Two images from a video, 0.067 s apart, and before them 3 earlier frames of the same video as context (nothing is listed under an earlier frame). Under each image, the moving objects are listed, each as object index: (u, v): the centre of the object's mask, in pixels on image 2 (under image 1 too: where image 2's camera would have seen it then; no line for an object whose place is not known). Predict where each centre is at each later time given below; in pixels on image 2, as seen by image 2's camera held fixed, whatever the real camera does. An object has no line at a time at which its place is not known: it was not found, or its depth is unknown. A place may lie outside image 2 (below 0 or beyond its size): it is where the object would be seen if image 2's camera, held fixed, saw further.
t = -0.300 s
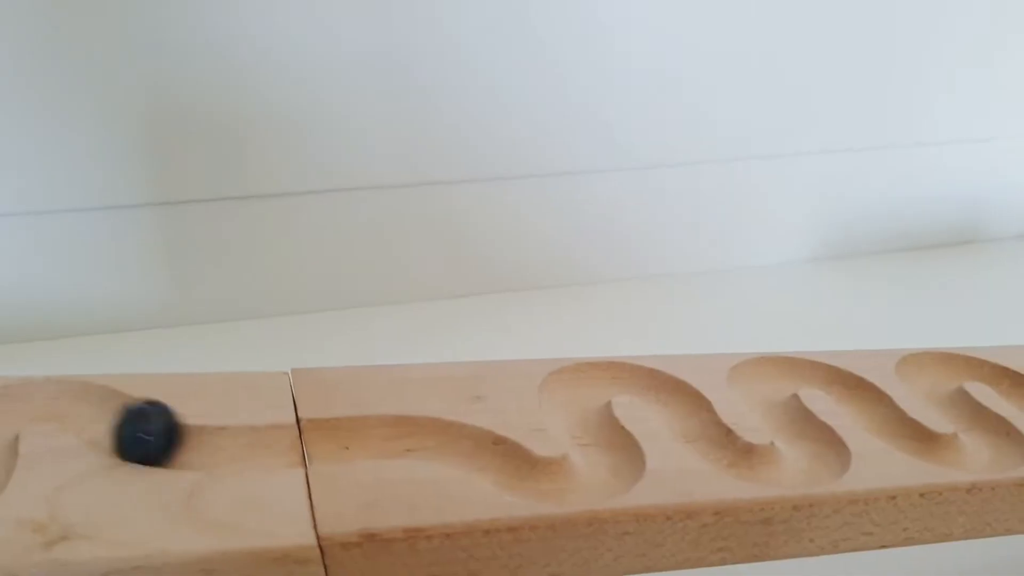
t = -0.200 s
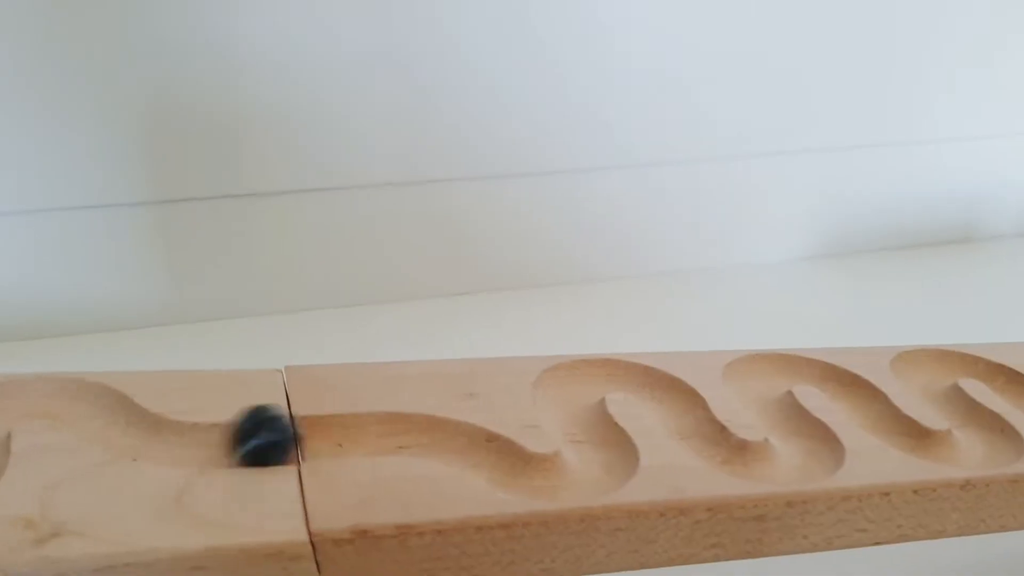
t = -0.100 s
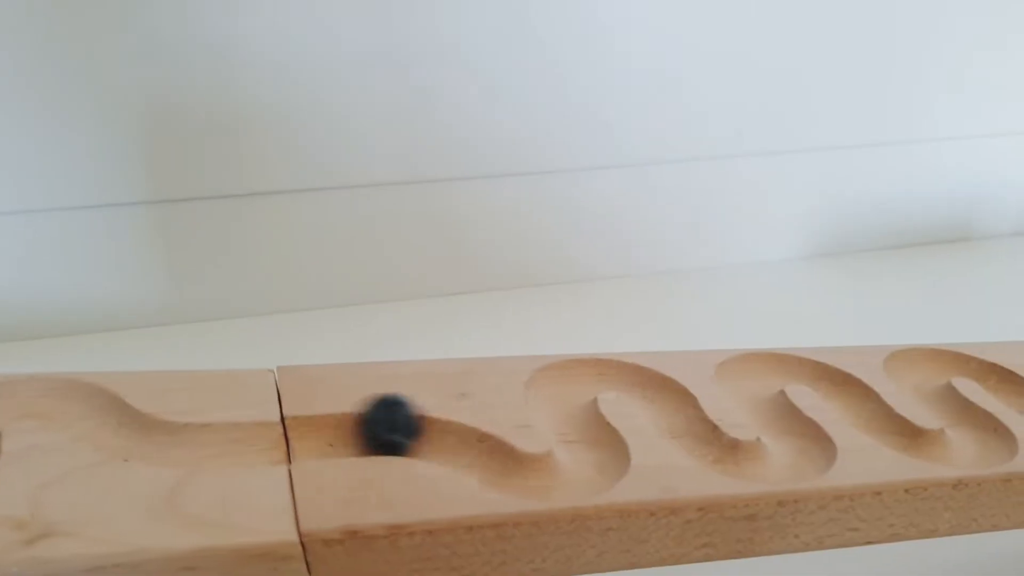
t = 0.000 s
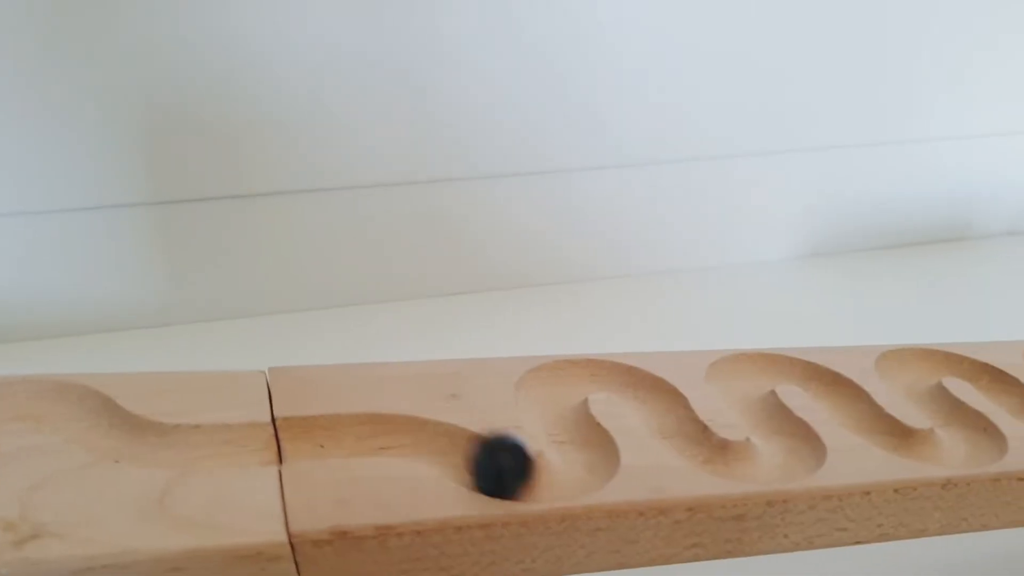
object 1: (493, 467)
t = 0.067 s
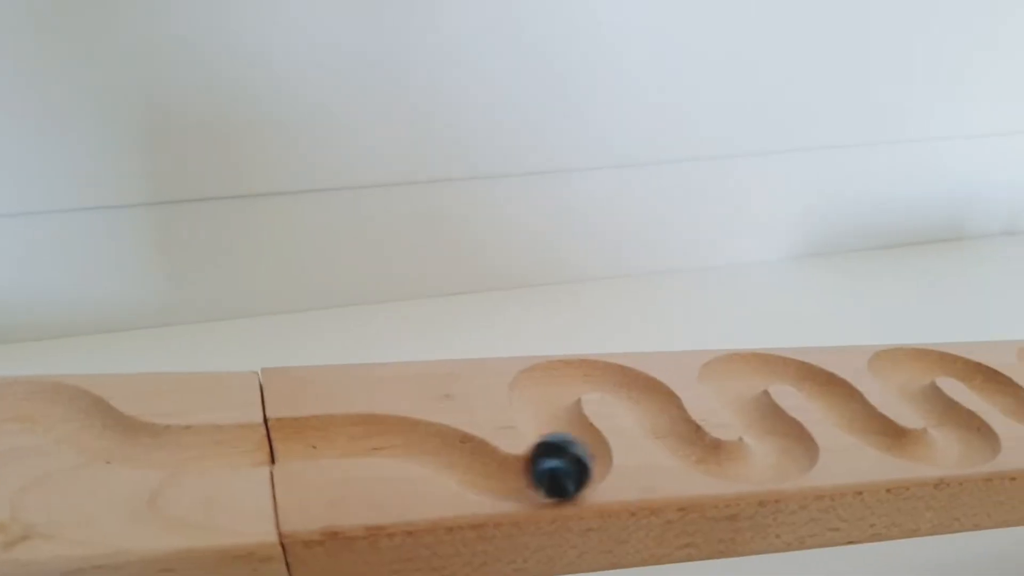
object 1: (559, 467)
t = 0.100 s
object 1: (583, 456)
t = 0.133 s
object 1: (591, 445)
